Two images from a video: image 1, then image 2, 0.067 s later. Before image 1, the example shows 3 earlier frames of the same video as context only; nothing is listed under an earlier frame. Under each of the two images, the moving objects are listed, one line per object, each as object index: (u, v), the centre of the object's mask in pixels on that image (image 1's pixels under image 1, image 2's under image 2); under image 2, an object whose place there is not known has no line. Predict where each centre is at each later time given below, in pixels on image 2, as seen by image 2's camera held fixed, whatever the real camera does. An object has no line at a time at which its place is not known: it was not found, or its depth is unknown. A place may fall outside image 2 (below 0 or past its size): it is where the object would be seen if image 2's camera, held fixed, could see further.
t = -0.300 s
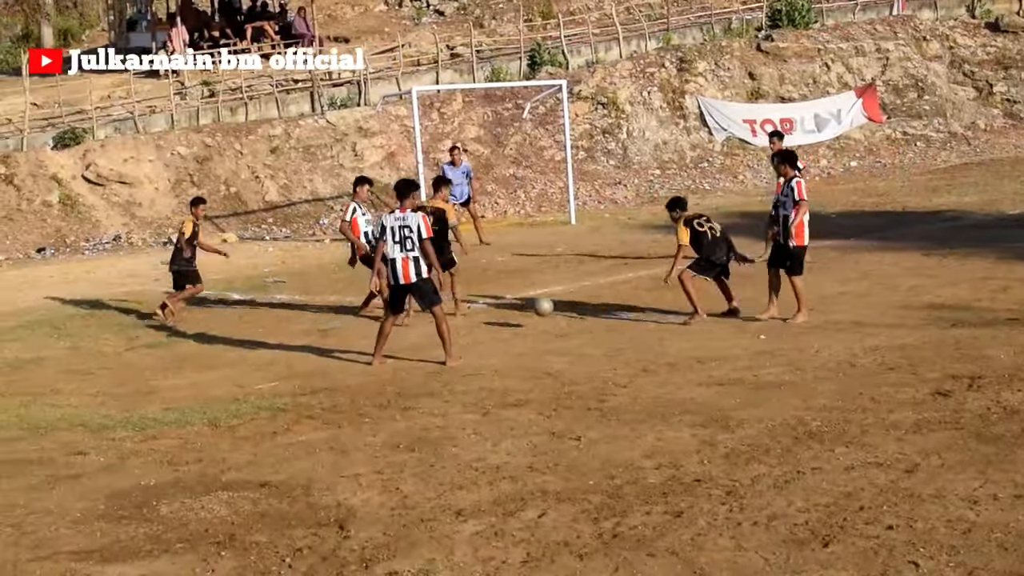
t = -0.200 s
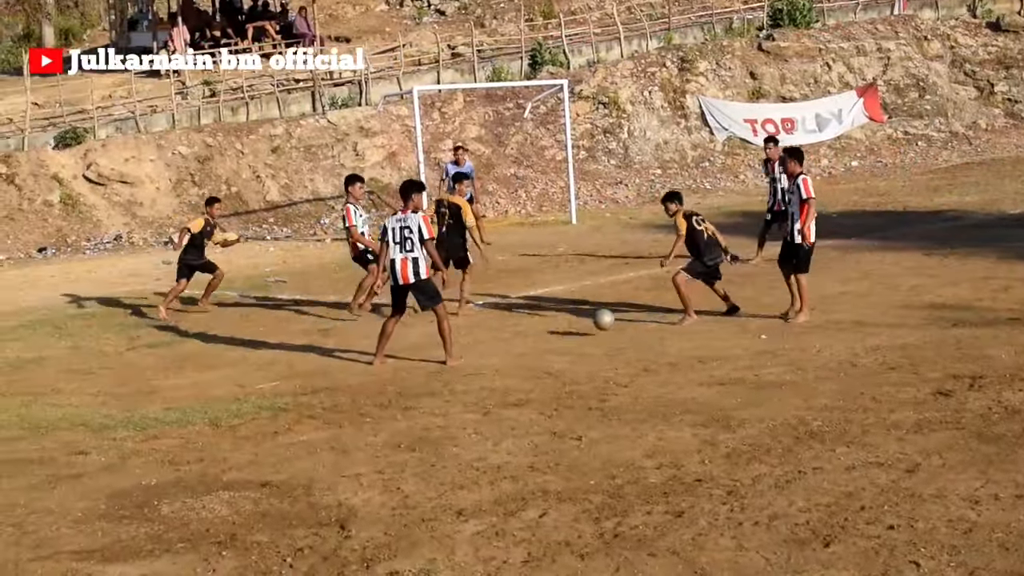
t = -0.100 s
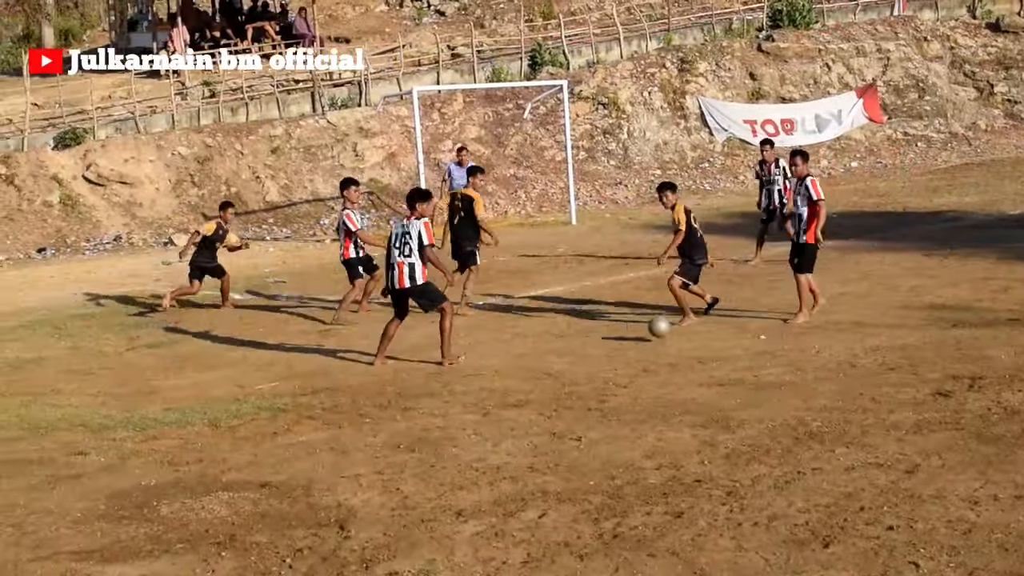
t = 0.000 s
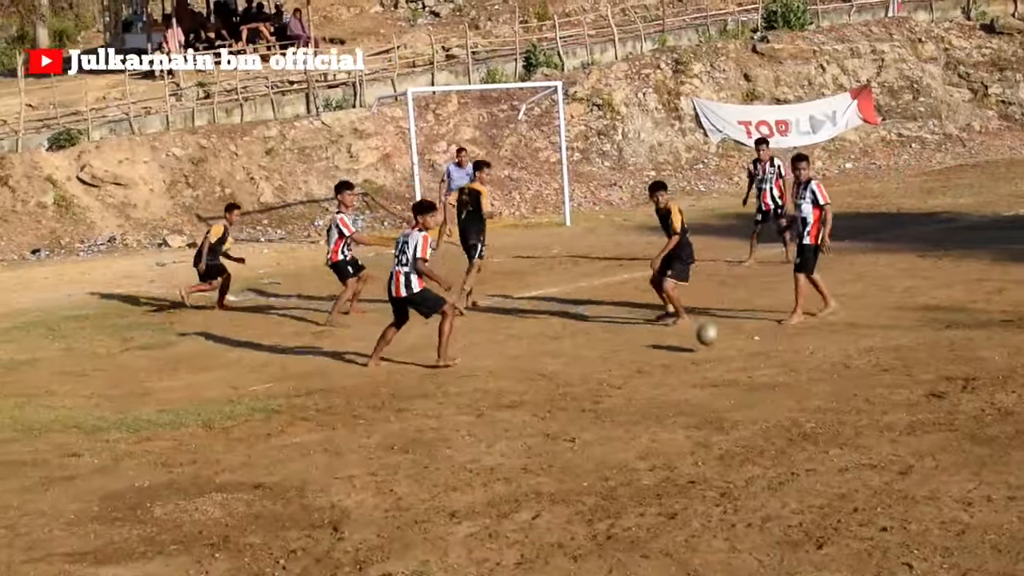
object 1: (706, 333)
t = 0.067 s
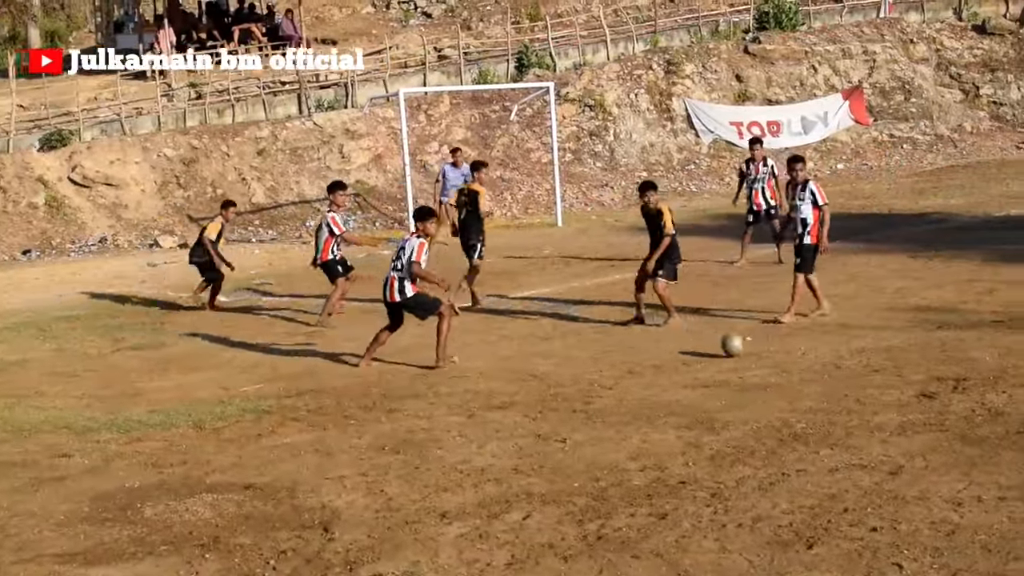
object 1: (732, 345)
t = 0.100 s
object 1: (753, 348)
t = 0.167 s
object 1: (781, 349)
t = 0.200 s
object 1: (800, 353)
